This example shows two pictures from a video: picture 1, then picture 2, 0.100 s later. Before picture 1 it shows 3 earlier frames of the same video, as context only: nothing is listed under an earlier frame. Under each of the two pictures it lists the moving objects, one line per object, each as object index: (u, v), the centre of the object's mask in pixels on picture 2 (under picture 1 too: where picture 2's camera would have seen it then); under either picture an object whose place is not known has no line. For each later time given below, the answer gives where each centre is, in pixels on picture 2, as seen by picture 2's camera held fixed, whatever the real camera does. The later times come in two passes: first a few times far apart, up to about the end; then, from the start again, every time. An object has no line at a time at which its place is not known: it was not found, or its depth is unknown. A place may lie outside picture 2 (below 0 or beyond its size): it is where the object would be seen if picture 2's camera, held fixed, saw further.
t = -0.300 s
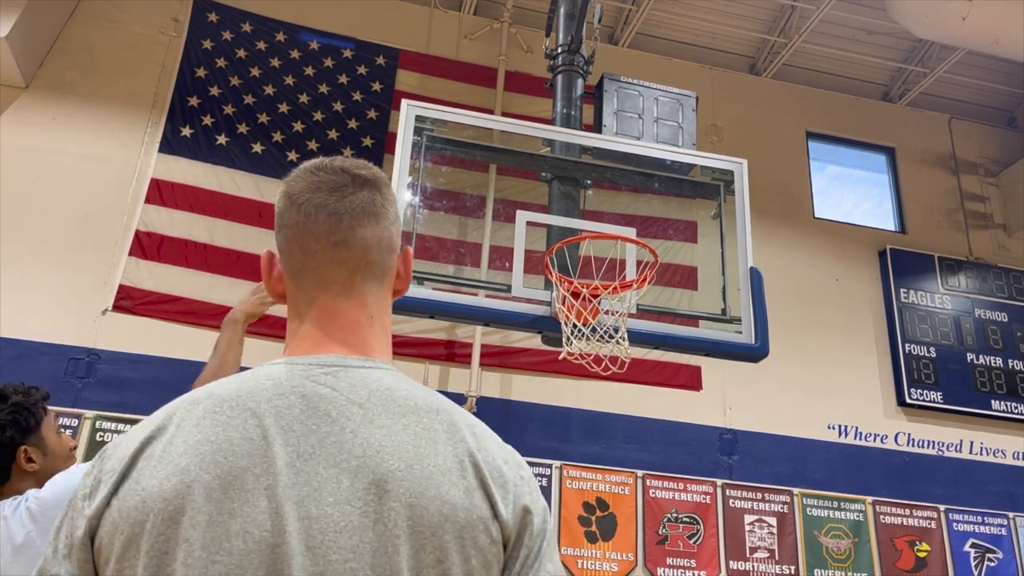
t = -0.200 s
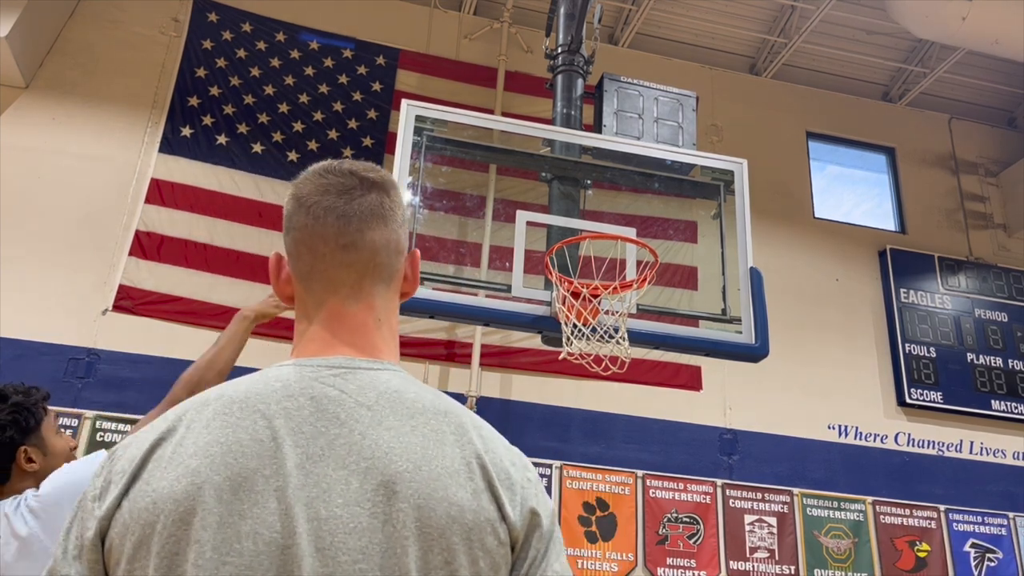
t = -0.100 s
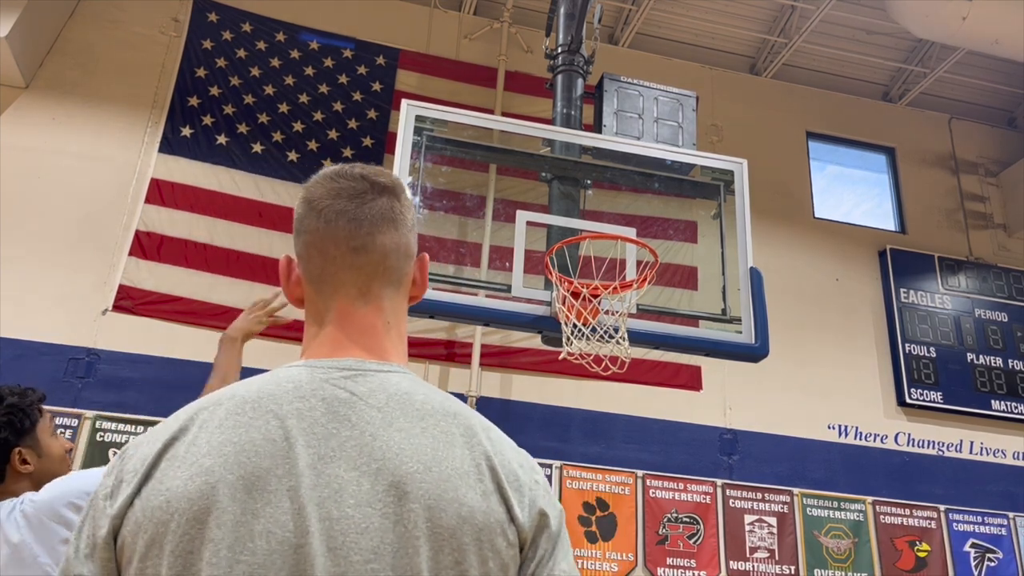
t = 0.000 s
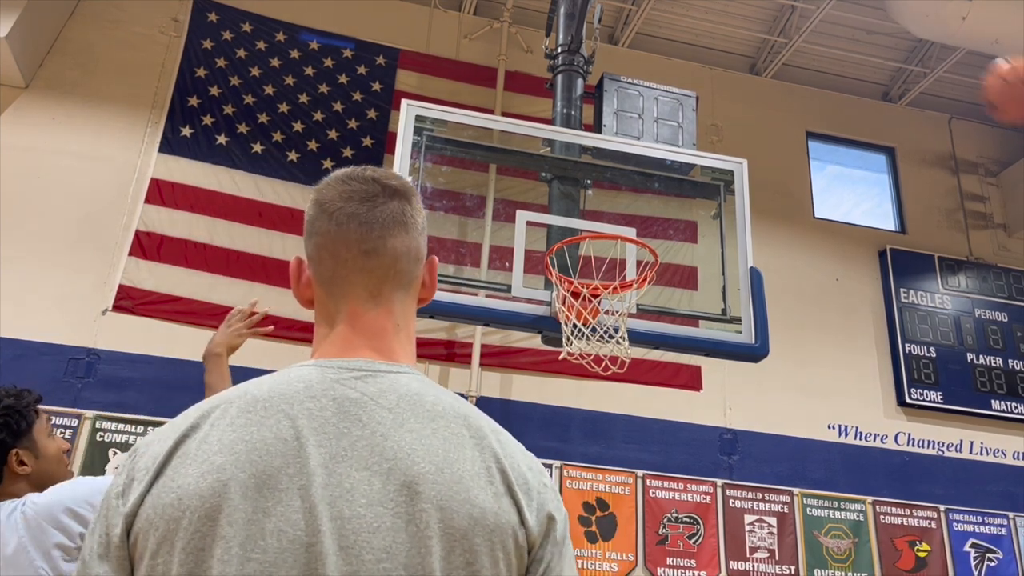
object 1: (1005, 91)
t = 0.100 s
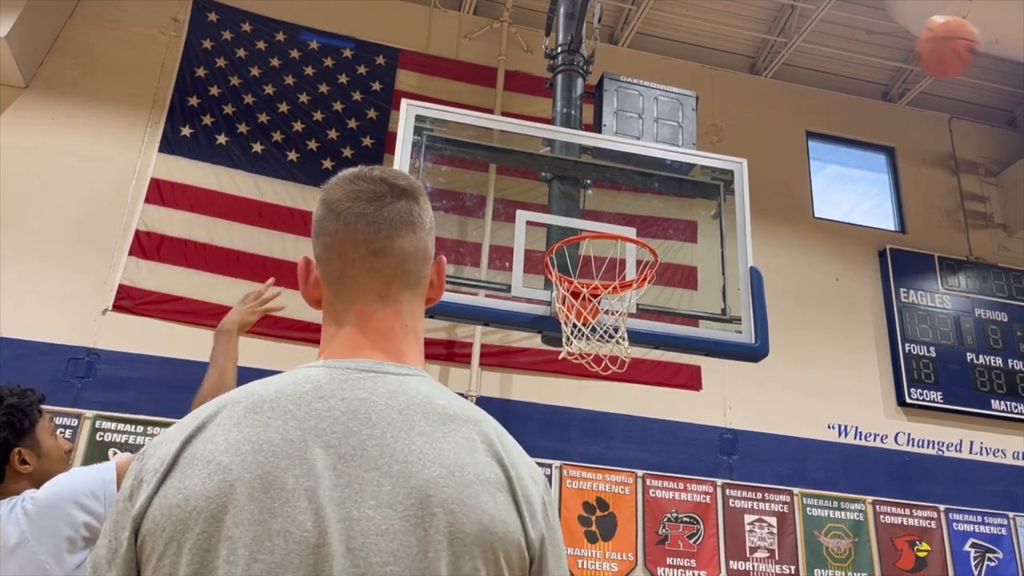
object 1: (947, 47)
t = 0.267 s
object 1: (853, 27)
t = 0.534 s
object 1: (730, 99)
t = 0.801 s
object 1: (612, 229)
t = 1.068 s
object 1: (499, 267)
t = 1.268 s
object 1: (459, 327)
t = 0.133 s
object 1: (926, 38)
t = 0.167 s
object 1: (906, 32)
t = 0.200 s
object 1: (888, 28)
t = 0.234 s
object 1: (871, 28)
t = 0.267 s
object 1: (853, 27)
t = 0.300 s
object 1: (836, 29)
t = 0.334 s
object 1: (819, 33)
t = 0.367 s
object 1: (803, 39)
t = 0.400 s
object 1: (788, 47)
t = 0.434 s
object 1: (773, 57)
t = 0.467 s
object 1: (758, 69)
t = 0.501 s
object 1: (743, 83)
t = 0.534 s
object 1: (730, 99)
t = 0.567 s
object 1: (716, 116)
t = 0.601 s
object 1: (702, 135)
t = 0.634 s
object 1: (687, 160)
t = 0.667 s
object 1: (672, 184)
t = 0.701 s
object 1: (659, 209)
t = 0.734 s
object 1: (649, 230)
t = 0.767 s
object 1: (628, 231)
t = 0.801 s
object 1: (612, 229)
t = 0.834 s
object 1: (596, 226)
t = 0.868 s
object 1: (578, 231)
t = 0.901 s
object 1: (563, 235)
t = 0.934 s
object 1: (547, 242)
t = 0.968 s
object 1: (529, 249)
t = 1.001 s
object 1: (516, 261)
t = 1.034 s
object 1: (506, 266)
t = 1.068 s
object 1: (499, 267)
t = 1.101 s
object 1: (492, 270)
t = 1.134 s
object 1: (487, 275)
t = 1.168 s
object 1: (482, 284)
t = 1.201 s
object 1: (475, 296)
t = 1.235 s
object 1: (467, 311)
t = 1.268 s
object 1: (459, 327)
